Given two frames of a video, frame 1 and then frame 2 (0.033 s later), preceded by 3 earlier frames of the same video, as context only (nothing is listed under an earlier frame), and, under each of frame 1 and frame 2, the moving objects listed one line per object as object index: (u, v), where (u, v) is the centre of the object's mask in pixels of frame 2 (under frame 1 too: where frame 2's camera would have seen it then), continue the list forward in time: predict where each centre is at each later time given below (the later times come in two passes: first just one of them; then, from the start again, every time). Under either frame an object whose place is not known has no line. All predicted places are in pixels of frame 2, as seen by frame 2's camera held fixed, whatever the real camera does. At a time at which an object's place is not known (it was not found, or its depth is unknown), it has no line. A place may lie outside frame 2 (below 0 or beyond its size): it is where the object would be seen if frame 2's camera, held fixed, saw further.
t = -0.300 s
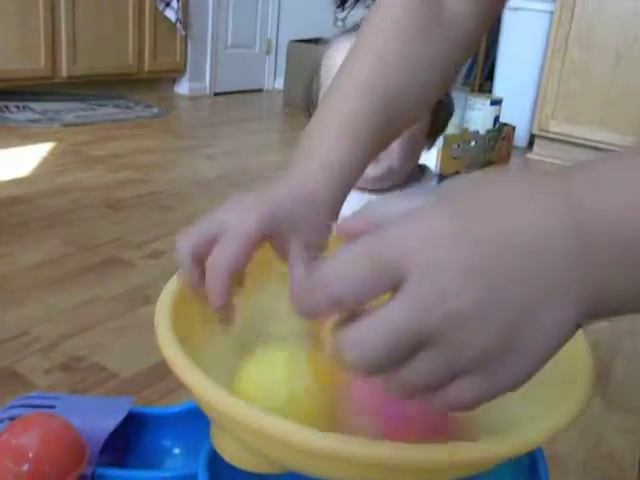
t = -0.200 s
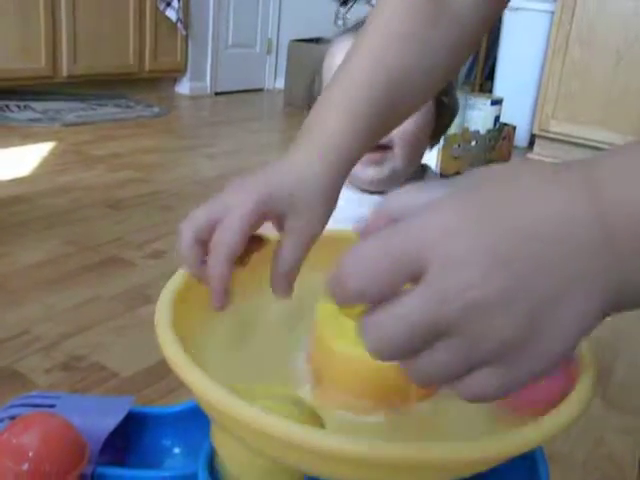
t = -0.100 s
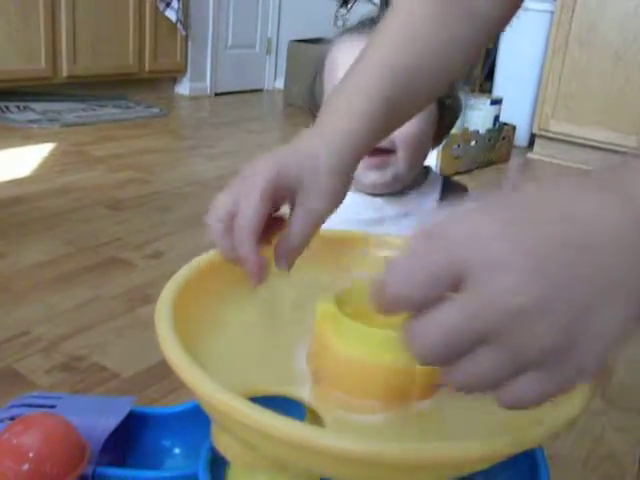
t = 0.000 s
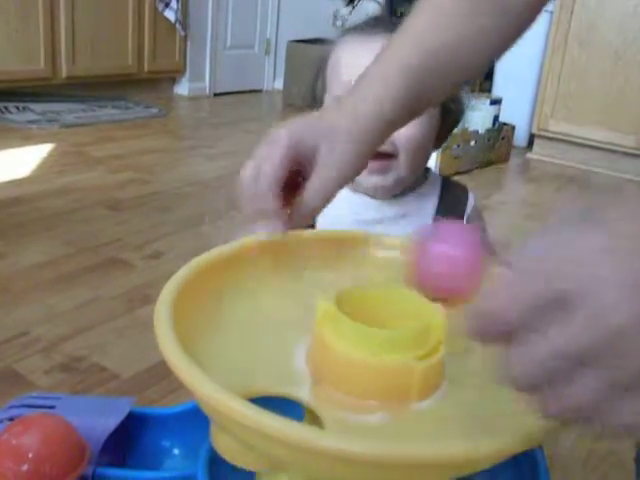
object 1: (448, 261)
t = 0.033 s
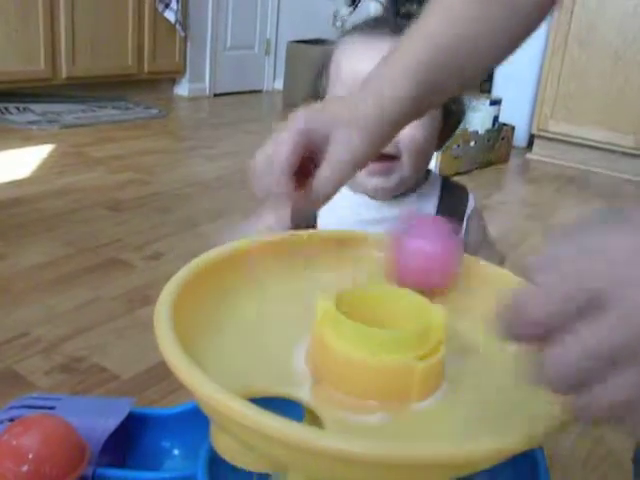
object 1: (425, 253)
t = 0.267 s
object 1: (249, 284)
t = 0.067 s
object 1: (397, 249)
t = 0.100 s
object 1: (370, 247)
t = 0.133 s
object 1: (346, 248)
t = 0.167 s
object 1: (319, 256)
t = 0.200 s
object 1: (294, 260)
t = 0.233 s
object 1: (270, 270)
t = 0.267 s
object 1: (249, 284)
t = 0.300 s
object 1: (233, 297)
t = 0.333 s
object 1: (224, 320)
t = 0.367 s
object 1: (229, 336)
